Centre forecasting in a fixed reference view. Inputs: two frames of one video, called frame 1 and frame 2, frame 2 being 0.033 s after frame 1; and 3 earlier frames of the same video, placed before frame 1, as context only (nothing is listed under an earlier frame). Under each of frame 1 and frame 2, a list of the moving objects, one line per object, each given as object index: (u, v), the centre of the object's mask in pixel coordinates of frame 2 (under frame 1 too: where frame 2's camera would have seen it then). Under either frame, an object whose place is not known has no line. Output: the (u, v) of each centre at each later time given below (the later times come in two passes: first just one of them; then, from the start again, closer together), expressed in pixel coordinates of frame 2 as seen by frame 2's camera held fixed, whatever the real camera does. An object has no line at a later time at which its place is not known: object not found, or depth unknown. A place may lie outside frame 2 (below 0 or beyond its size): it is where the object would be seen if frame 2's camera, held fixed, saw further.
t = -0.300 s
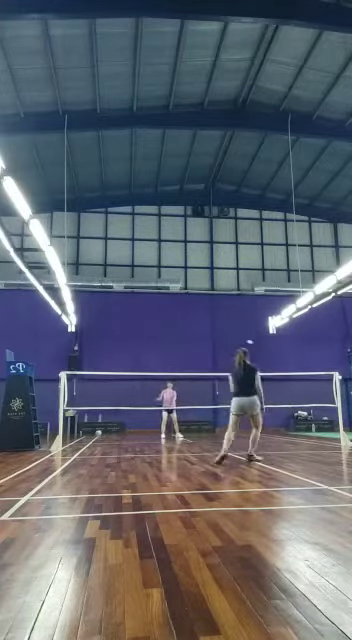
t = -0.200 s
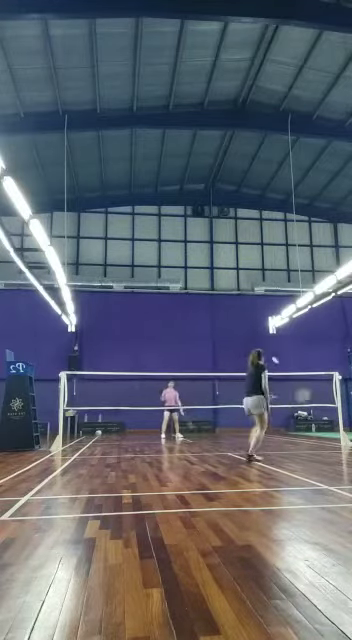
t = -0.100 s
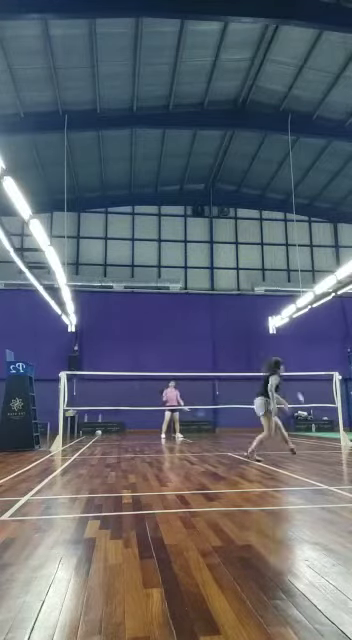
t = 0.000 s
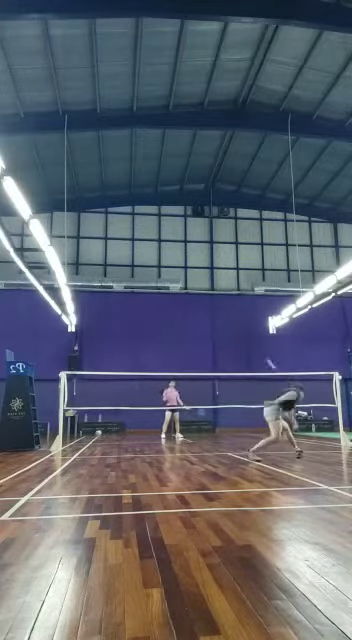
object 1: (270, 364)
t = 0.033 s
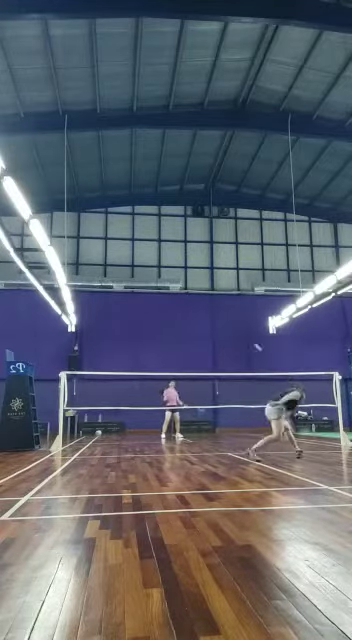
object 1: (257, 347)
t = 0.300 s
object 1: (214, 335)
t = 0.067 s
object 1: (247, 336)
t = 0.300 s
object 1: (214, 335)
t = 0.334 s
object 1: (211, 340)
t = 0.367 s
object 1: (209, 346)
